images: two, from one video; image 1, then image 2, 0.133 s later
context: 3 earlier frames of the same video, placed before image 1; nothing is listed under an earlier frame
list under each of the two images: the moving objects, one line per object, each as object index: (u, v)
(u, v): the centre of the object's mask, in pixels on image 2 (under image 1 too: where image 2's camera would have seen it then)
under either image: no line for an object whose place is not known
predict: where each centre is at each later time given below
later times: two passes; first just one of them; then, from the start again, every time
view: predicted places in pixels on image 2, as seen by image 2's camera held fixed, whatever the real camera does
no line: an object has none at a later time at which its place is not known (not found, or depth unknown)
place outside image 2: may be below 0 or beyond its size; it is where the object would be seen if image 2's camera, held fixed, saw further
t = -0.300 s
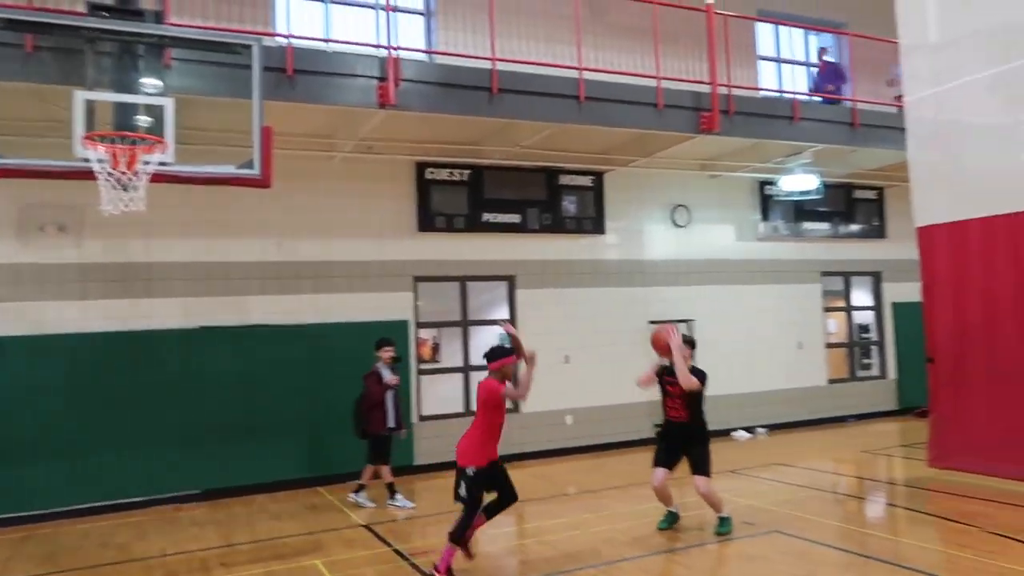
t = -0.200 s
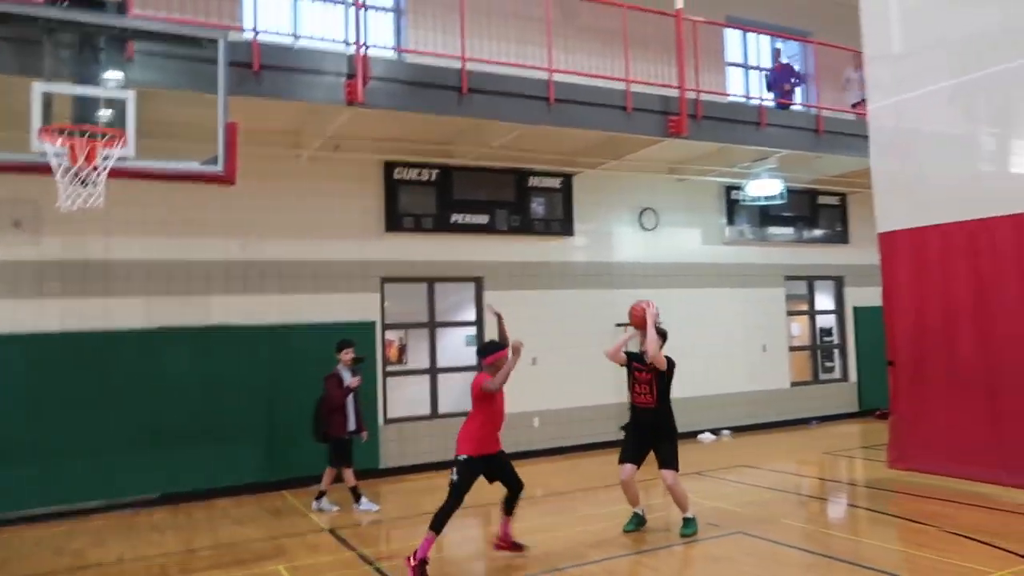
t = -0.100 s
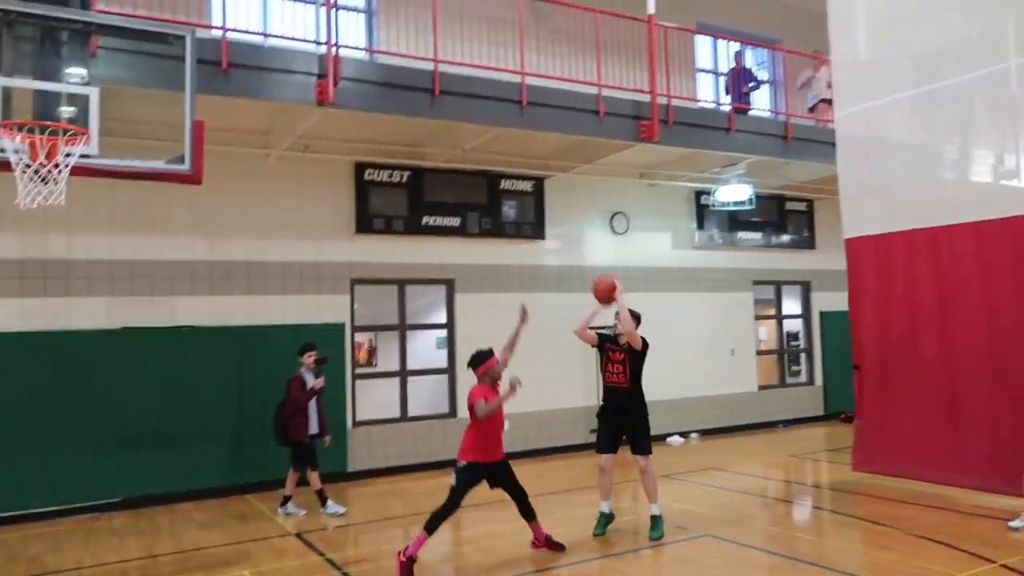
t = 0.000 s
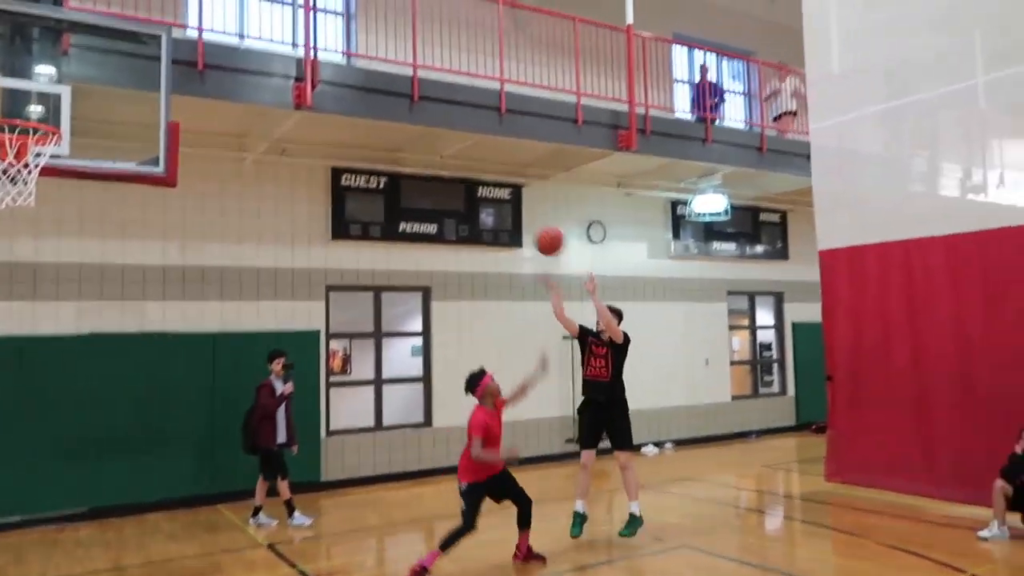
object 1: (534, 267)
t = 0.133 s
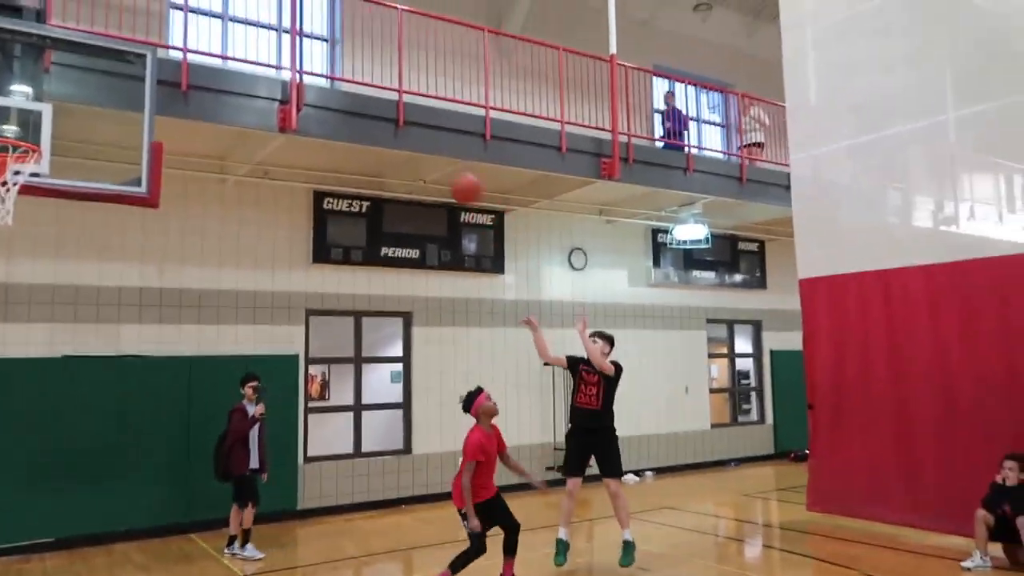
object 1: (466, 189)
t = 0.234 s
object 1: (413, 142)
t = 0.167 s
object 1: (449, 172)
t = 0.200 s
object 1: (432, 156)
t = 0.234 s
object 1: (413, 142)
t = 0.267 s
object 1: (396, 128)
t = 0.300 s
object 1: (378, 116)
